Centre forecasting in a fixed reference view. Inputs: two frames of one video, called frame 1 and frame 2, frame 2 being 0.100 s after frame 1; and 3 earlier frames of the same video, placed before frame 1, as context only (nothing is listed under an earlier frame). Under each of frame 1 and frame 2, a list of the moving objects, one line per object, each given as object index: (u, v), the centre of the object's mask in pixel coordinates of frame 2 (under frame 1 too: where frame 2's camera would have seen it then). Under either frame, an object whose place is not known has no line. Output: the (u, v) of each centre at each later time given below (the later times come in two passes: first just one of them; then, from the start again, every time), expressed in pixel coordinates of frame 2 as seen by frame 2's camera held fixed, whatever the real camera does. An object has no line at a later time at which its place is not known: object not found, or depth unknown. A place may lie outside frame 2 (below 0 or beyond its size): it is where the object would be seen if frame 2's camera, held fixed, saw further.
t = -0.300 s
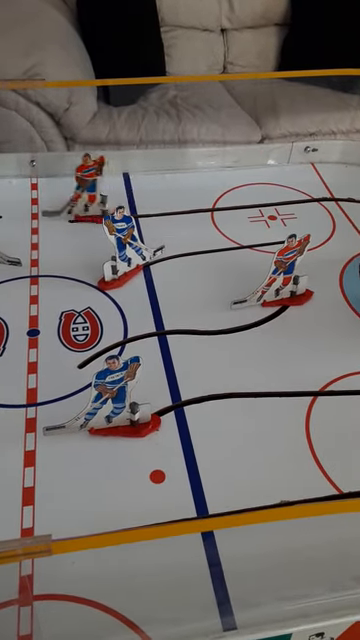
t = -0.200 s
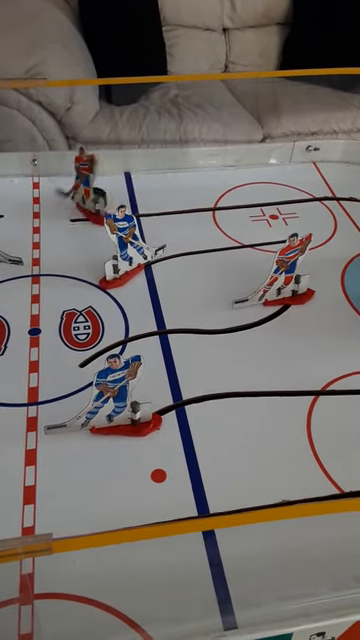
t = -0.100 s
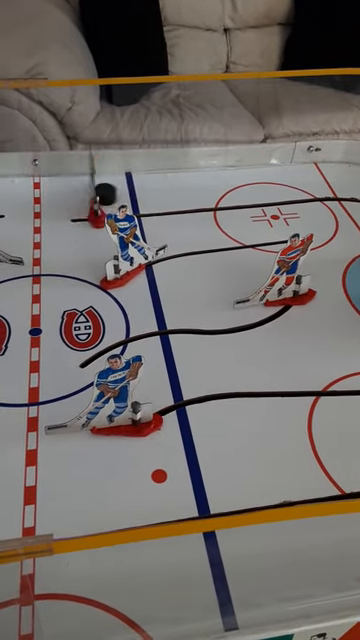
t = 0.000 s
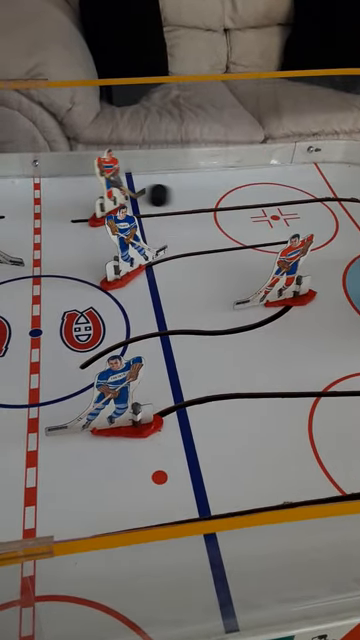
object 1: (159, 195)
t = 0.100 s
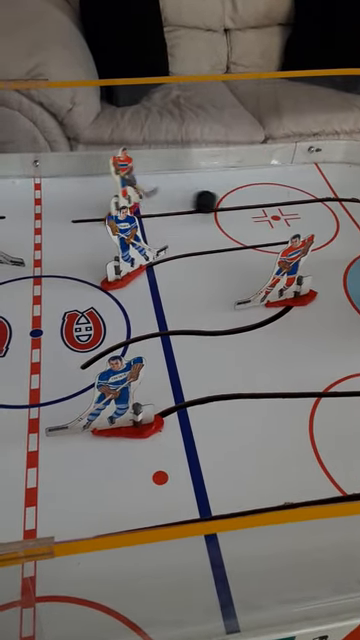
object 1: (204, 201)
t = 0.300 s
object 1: (238, 208)
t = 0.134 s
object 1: (215, 203)
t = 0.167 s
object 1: (224, 205)
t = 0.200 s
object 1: (231, 207)
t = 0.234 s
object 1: (235, 207)
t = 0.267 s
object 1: (237, 208)
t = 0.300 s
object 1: (238, 208)
